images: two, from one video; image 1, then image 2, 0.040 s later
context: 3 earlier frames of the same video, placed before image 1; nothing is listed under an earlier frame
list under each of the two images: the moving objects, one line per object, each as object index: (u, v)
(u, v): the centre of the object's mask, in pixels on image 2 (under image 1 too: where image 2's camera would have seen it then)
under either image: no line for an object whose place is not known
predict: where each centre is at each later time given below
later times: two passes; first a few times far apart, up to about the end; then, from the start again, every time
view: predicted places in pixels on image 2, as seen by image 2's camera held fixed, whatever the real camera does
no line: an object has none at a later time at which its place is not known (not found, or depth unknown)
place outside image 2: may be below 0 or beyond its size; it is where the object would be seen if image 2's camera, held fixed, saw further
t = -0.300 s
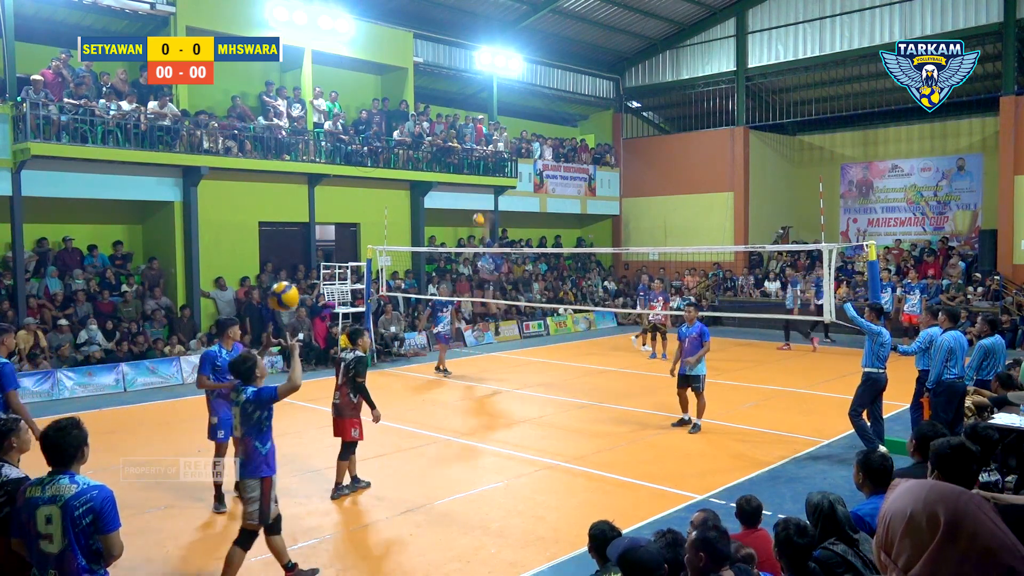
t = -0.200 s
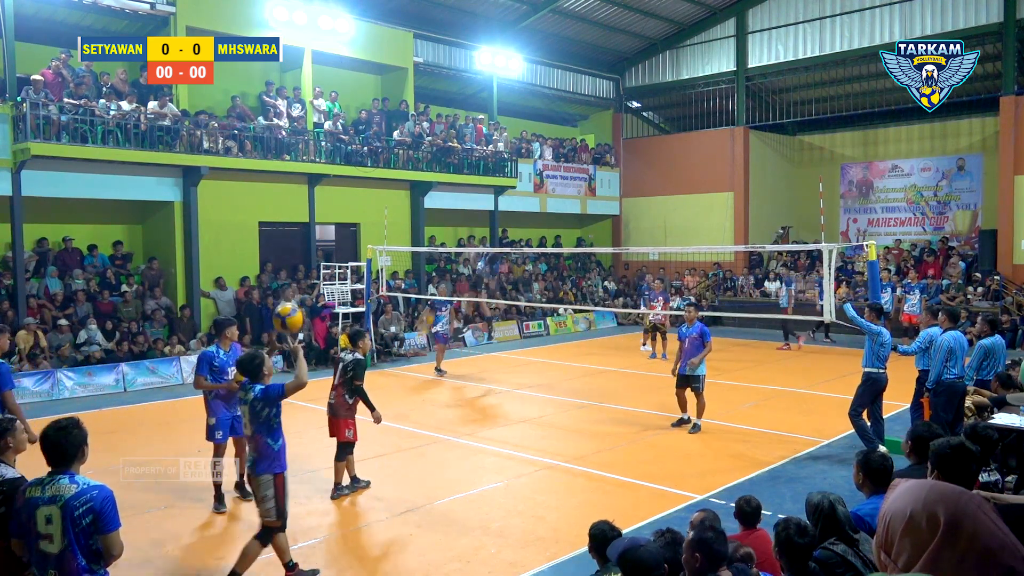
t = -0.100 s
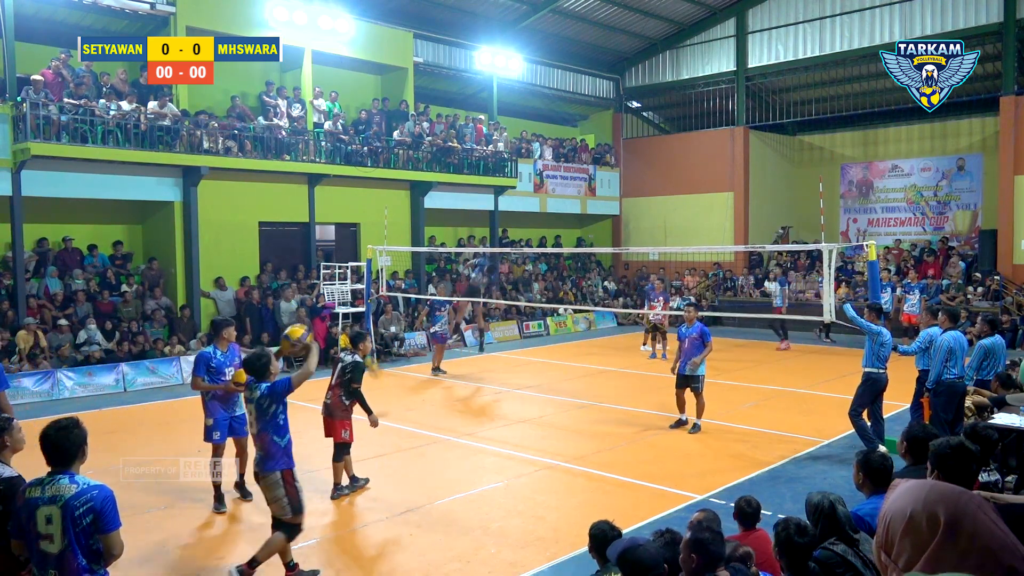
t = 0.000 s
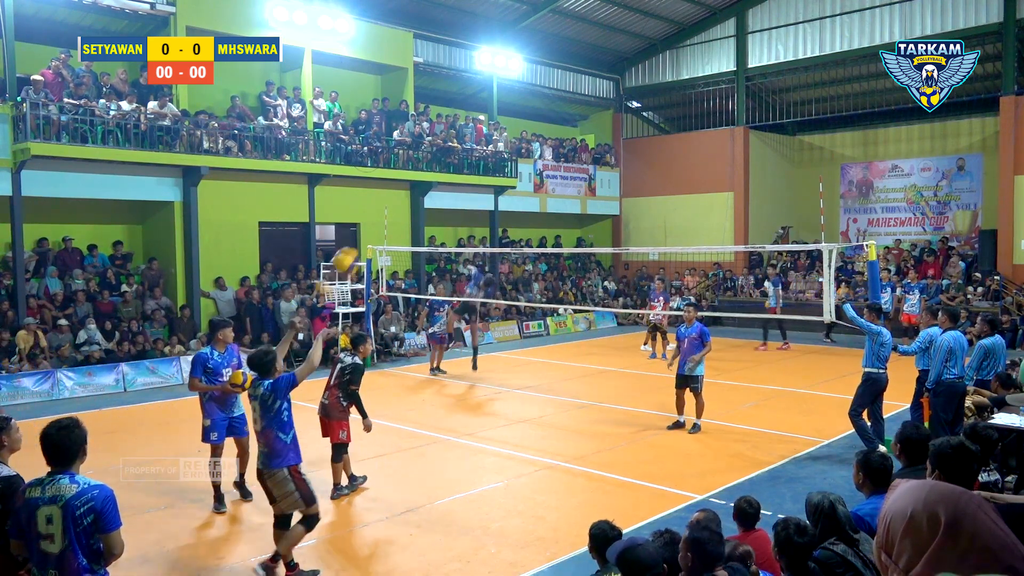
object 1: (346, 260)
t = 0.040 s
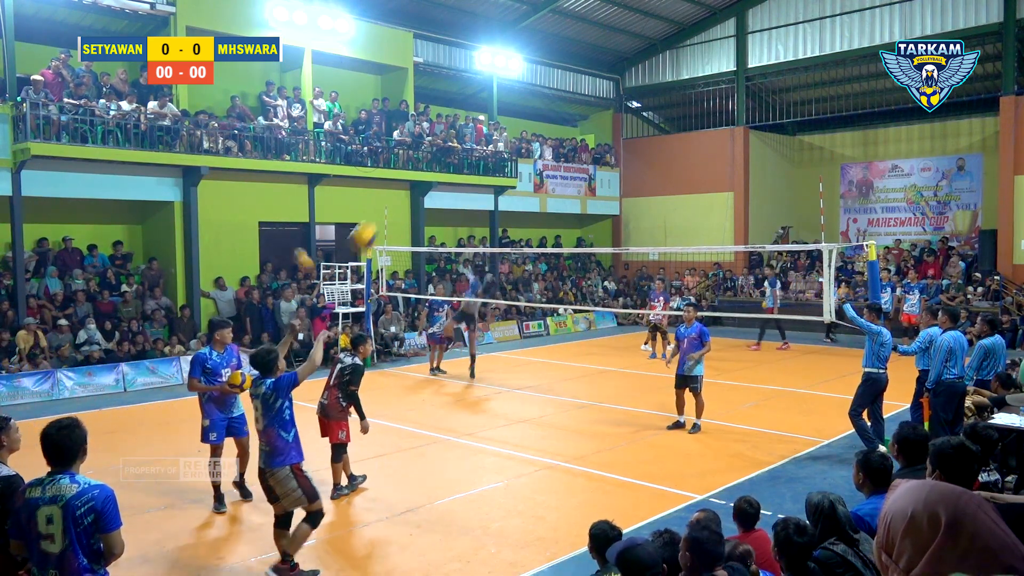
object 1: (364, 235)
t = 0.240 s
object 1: (449, 147)
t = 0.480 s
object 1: (528, 108)
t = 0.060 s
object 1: (374, 224)
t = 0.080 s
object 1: (382, 214)
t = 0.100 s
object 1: (391, 202)
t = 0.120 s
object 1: (400, 192)
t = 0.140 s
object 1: (408, 183)
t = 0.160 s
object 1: (417, 174)
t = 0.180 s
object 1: (425, 166)
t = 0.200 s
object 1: (434, 159)
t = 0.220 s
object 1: (441, 153)
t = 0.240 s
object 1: (449, 147)
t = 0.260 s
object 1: (457, 141)
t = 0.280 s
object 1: (465, 135)
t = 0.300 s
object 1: (472, 131)
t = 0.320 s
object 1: (478, 126)
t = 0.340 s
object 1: (485, 122)
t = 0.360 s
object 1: (493, 119)
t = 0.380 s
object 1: (497, 116)
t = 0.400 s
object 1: (507, 113)
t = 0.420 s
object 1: (513, 112)
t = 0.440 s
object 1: (516, 109)
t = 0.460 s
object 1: (522, 108)
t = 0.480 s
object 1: (528, 108)
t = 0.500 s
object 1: (534, 108)
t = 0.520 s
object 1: (539, 108)
